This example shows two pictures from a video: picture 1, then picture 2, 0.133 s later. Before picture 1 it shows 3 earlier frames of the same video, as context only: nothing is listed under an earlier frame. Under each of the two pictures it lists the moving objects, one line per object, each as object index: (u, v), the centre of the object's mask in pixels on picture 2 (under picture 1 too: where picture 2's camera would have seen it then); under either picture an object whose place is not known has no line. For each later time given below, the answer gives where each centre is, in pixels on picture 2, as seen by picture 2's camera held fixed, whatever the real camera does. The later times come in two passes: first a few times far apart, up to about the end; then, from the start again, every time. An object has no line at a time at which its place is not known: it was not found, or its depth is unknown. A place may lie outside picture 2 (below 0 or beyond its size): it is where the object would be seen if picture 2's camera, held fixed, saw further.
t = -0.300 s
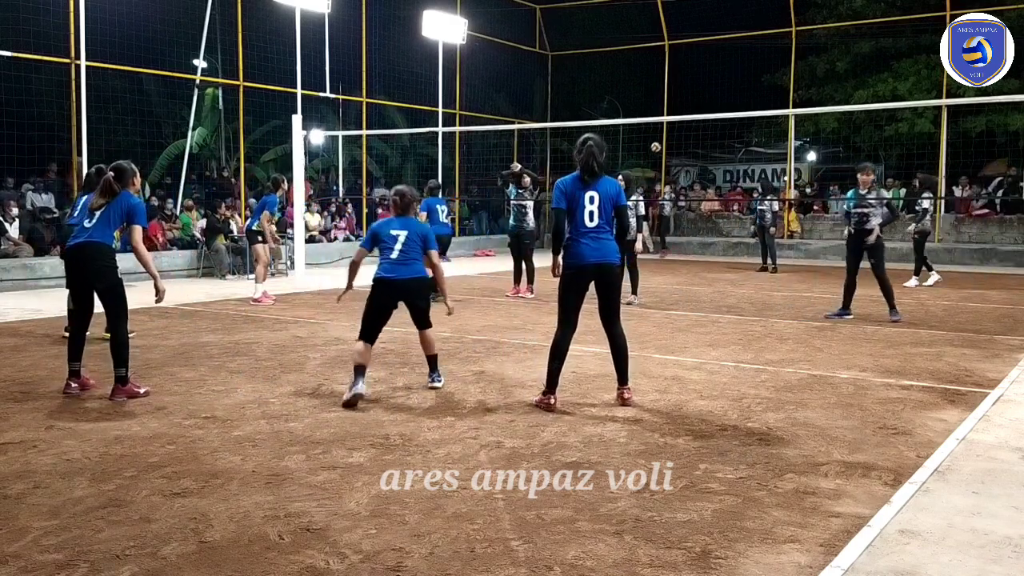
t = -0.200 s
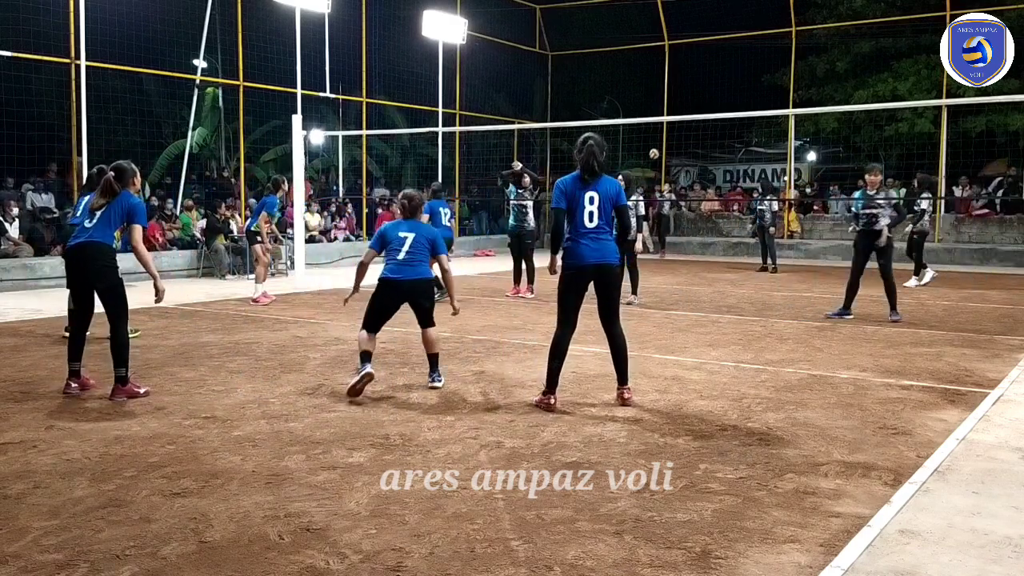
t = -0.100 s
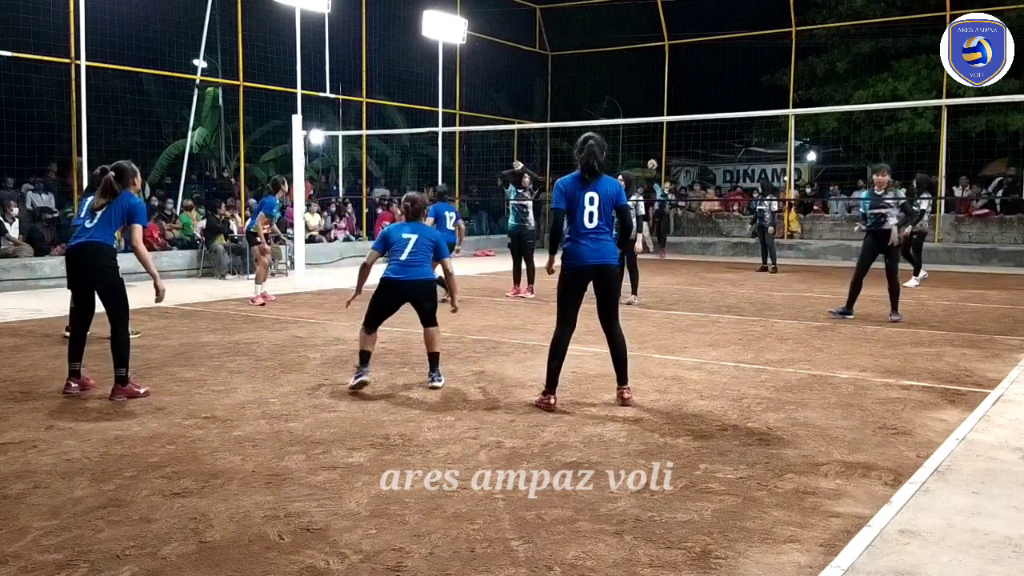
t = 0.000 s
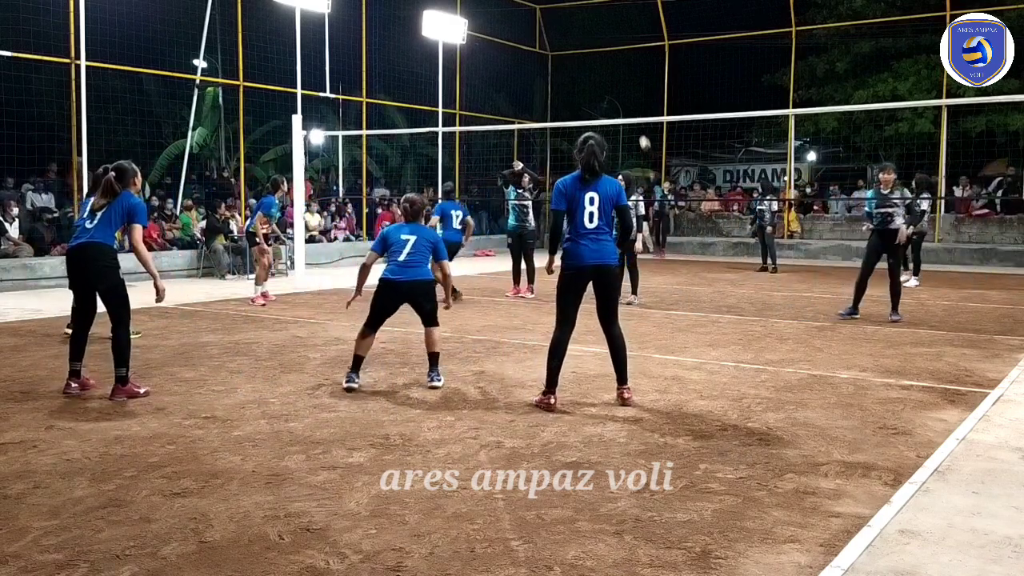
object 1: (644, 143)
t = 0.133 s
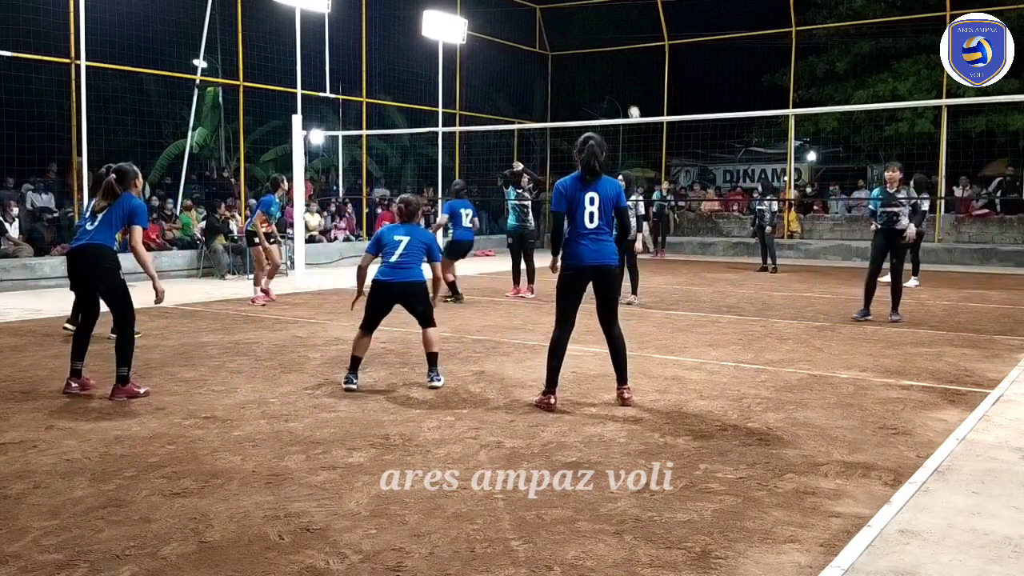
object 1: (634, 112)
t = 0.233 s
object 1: (625, 94)
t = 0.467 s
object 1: (598, 65)
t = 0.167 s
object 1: (631, 107)
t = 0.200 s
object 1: (628, 101)
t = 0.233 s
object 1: (625, 94)
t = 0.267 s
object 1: (621, 89)
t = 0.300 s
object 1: (618, 84)
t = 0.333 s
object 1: (615, 80)
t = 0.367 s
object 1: (611, 75)
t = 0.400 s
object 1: (607, 71)
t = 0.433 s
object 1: (603, 68)
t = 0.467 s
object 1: (598, 65)
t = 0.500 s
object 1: (594, 62)
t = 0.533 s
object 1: (589, 60)
